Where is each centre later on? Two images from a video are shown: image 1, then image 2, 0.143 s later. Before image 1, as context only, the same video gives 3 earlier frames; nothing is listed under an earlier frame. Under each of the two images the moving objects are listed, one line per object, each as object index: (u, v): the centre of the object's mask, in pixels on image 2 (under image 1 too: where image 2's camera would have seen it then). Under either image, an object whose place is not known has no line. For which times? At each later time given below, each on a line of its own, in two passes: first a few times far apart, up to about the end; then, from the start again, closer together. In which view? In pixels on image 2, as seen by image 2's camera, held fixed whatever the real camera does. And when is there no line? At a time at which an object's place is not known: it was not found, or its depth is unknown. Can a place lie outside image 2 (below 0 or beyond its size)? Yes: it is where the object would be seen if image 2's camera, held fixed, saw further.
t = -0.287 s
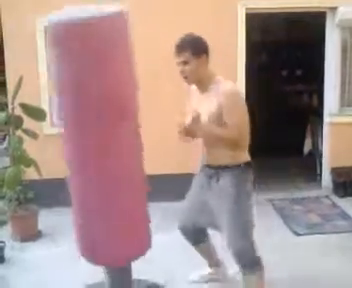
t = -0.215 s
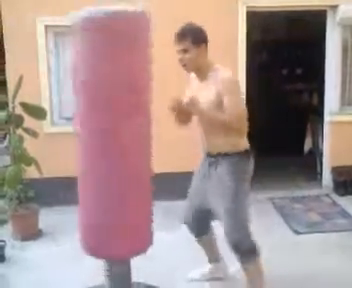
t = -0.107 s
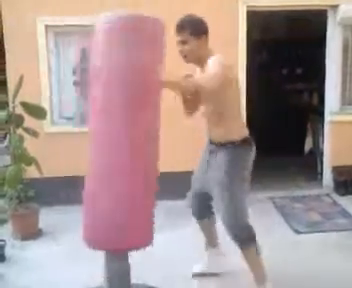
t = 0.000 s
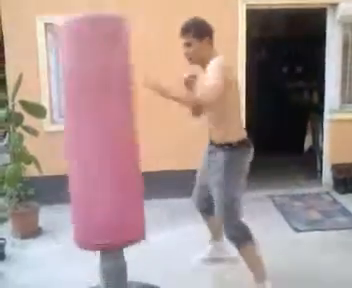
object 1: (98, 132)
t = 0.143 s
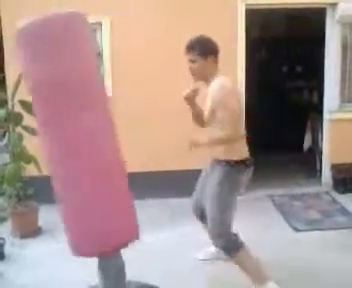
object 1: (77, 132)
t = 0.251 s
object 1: (75, 132)
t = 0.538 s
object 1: (111, 131)
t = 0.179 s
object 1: (75, 131)
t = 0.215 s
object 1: (74, 132)
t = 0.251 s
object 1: (75, 132)
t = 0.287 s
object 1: (78, 132)
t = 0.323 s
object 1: (81, 133)
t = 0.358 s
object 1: (86, 132)
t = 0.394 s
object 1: (92, 132)
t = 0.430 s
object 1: (99, 135)
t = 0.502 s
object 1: (107, 132)
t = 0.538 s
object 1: (111, 131)
